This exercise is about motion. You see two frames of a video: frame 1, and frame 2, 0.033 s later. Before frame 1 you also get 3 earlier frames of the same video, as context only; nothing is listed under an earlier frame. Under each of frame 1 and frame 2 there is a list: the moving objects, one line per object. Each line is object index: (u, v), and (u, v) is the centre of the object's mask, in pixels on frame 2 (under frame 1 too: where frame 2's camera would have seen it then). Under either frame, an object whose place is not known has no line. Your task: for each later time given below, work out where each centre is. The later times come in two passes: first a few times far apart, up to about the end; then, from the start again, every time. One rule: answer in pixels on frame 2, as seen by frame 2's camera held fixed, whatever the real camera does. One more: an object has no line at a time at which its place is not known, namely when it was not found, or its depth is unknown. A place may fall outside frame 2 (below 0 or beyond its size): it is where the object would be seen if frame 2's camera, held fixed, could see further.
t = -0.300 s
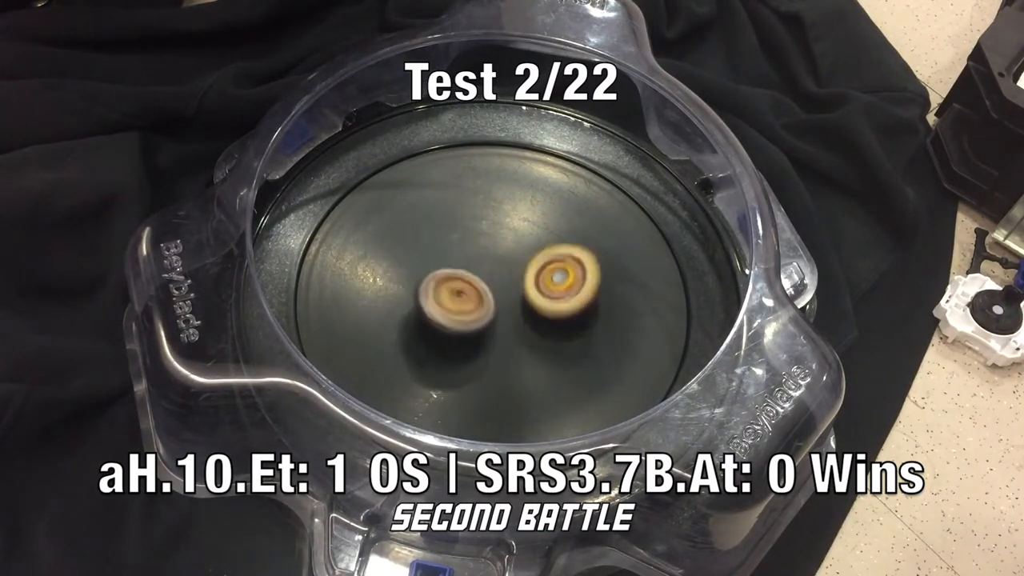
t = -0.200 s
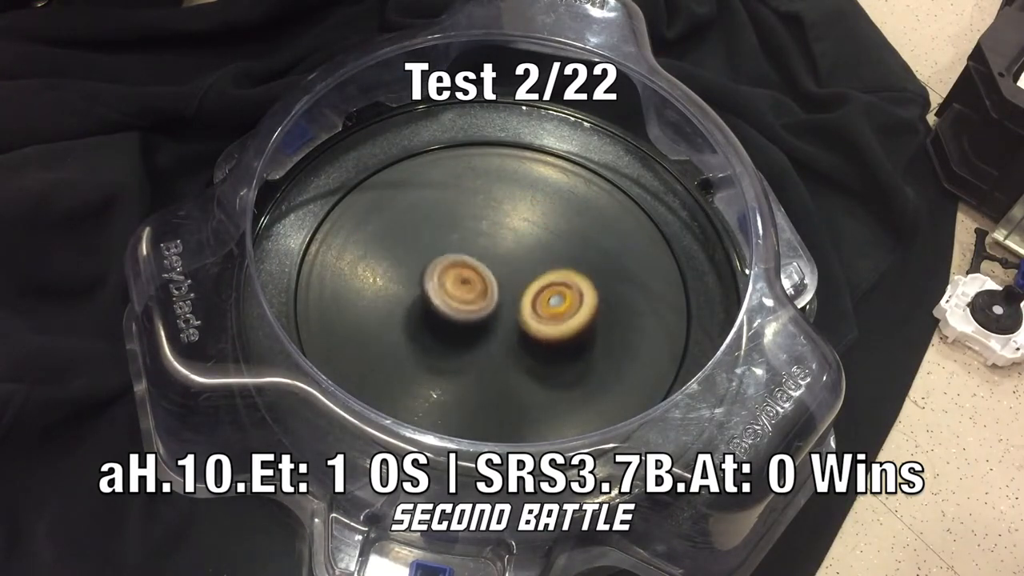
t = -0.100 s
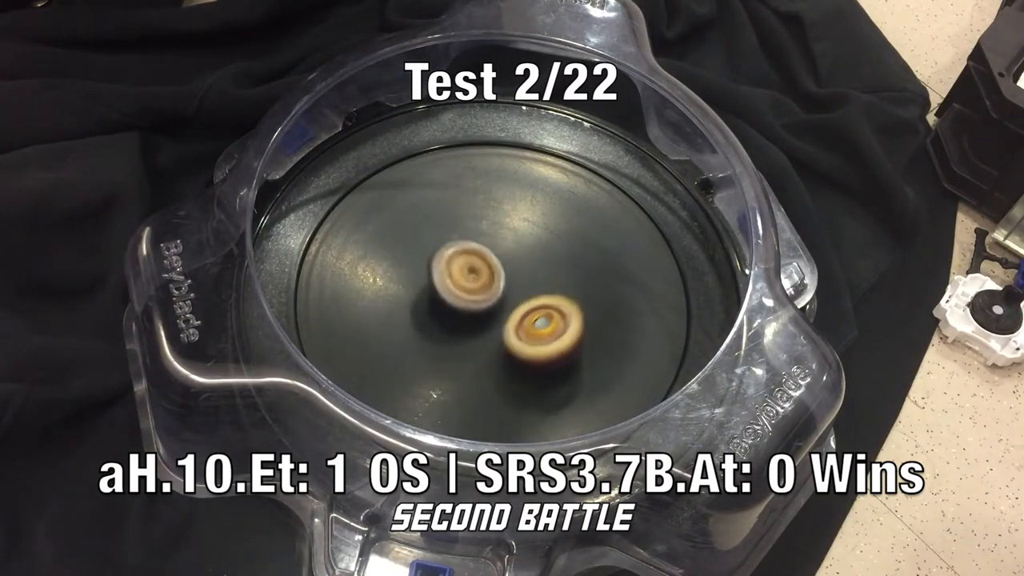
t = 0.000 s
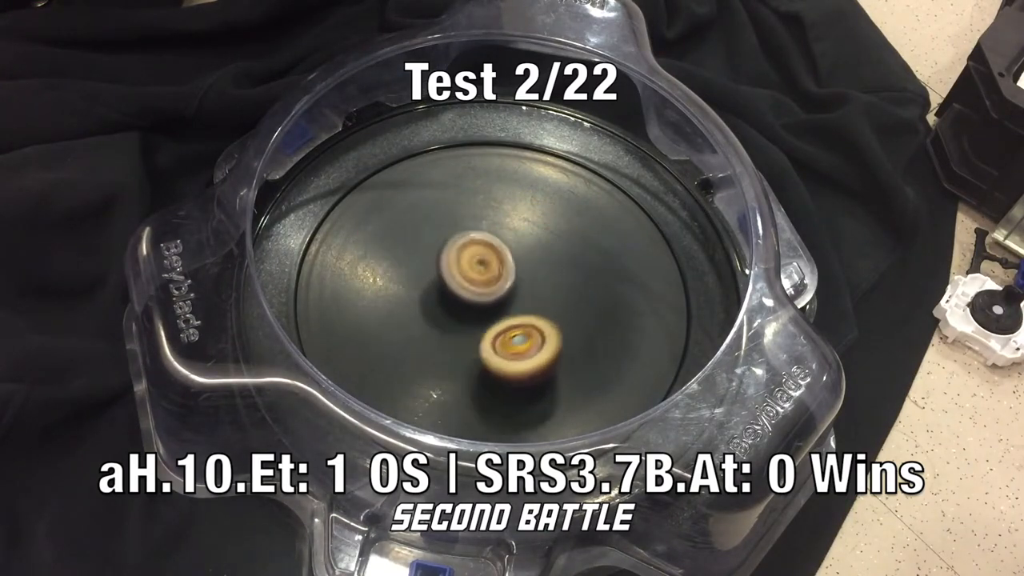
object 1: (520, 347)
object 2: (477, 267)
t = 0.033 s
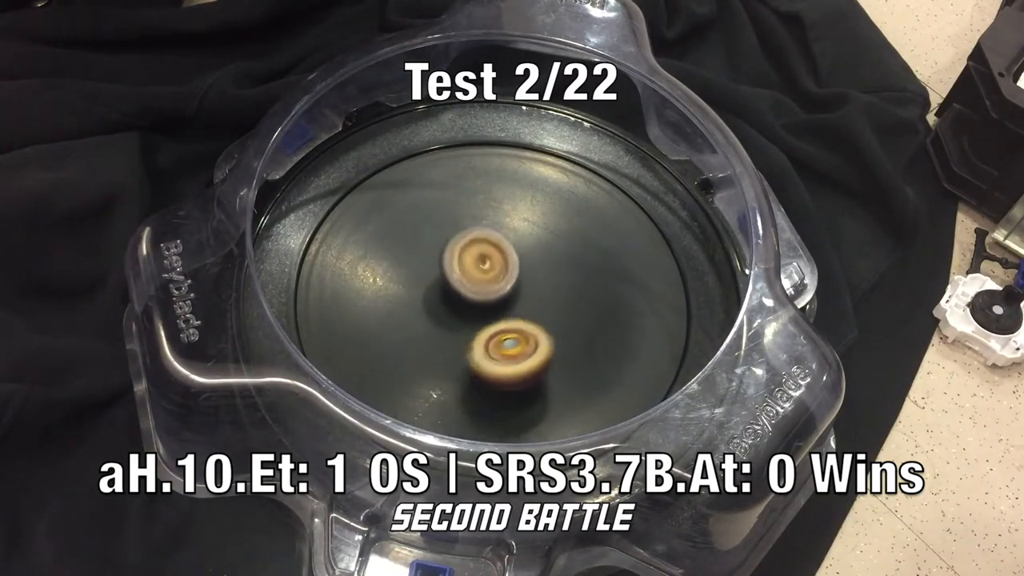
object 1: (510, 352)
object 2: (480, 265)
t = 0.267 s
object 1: (442, 350)
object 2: (509, 269)
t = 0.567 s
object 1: (413, 282)
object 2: (520, 302)
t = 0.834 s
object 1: (465, 237)
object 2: (493, 330)
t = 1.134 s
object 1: (545, 257)
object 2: (452, 324)
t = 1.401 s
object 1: (553, 317)
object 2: (453, 286)
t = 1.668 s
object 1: (490, 356)
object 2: (483, 261)
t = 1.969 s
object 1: (421, 317)
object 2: (522, 279)
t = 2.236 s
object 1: (436, 253)
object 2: (517, 315)
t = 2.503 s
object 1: (503, 240)
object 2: (473, 337)
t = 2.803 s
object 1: (550, 290)
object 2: (444, 309)
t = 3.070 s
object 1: (512, 346)
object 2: (465, 270)
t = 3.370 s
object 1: (432, 333)
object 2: (516, 263)
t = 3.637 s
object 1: (425, 272)
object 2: (527, 294)
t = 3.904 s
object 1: (482, 242)
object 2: (492, 327)
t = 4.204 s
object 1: (547, 281)
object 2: (439, 322)
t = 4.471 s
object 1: (525, 338)
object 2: (449, 283)
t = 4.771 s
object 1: (446, 338)
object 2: (501, 266)
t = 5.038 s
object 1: (427, 278)
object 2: (534, 291)
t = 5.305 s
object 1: (479, 244)
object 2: (507, 325)
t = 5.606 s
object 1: (543, 279)
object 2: (447, 322)
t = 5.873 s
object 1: (521, 336)
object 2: (442, 281)
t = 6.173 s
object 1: (445, 334)
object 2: (493, 265)
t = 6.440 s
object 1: (431, 275)
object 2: (525, 296)
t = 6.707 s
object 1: (485, 248)
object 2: (502, 338)
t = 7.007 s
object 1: (540, 289)
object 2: (451, 325)
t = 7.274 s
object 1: (510, 341)
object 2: (459, 277)
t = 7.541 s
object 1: (444, 332)
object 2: (507, 262)
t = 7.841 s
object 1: (446, 268)
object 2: (529, 298)
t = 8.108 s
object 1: (506, 256)
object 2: (482, 334)
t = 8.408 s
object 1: (539, 304)
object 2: (442, 311)
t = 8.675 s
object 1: (490, 341)
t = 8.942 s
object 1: (437, 311)
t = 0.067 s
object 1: (500, 355)
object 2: (484, 264)
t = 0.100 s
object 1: (491, 357)
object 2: (489, 263)
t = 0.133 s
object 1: (479, 358)
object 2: (493, 263)
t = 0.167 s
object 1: (470, 358)
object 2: (497, 264)
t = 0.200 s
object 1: (459, 356)
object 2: (502, 264)
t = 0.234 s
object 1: (450, 353)
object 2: (505, 266)
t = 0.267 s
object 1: (442, 350)
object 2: (509, 269)
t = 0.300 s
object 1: (433, 343)
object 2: (513, 271)
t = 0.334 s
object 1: (426, 339)
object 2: (516, 274)
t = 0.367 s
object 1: (420, 331)
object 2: (518, 277)
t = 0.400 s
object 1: (415, 324)
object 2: (521, 280)
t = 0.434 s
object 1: (412, 317)
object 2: (521, 284)
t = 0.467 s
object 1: (410, 307)
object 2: (522, 289)
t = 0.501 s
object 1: (409, 299)
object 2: (522, 292)
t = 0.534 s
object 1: (410, 290)
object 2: (521, 297)
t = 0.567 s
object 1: (413, 282)
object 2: (520, 302)
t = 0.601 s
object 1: (417, 275)
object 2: (519, 306)
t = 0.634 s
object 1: (421, 266)
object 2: (516, 310)
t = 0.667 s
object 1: (427, 260)
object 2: (513, 314)
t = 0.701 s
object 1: (433, 254)
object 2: (510, 317)
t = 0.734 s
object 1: (440, 248)
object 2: (506, 321)
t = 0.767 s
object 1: (448, 244)
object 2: (502, 324)
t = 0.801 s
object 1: (456, 240)
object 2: (498, 328)
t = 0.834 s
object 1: (465, 237)
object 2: (493, 330)
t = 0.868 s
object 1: (474, 236)
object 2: (489, 332)
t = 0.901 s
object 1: (484, 236)
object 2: (483, 334)
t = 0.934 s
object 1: (494, 237)
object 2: (477, 334)
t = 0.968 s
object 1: (504, 239)
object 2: (473, 334)
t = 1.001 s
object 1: (513, 241)
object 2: (468, 334)
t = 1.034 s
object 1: (523, 243)
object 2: (463, 332)
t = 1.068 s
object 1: (530, 248)
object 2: (459, 330)
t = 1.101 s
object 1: (538, 252)
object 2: (455, 328)
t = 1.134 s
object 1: (545, 257)
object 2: (452, 324)
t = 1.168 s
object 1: (550, 263)
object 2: (450, 321)
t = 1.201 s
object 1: (555, 270)
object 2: (449, 317)
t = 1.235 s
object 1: (558, 277)
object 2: (447, 311)
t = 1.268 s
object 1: (559, 285)
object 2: (448, 307)
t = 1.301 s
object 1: (560, 293)
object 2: (448, 302)
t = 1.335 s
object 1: (559, 300)
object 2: (449, 297)
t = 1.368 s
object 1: (557, 309)
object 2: (451, 292)
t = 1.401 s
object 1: (553, 317)
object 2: (453, 286)
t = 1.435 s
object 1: (549, 324)
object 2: (455, 282)
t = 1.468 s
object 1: (543, 331)
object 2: (458, 278)
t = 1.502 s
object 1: (535, 338)
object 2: (461, 273)
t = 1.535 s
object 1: (529, 343)
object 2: (464, 270)
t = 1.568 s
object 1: (520, 348)
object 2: (469, 267)
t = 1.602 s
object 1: (510, 352)
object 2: (473, 264)
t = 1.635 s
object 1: (501, 354)
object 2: (478, 263)
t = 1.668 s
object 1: (490, 356)
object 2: (483, 261)
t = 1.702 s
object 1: (480, 356)
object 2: (488, 261)
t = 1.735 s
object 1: (471, 355)
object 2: (493, 261)
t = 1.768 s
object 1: (460, 353)
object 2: (498, 261)
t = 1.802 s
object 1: (452, 349)
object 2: (503, 264)
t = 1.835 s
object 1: (444, 344)
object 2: (508, 266)
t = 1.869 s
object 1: (436, 338)
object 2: (512, 268)
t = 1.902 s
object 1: (430, 331)
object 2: (517, 272)
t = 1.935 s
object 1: (425, 325)
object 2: (520, 274)
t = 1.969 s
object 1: (421, 317)
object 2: (522, 279)
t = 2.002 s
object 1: (418, 307)
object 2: (525, 282)
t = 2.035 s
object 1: (418, 299)
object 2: (525, 287)
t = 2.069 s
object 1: (417, 290)
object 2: (526, 292)
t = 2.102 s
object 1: (419, 282)
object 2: (526, 296)
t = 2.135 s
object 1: (422, 274)
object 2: (524, 301)
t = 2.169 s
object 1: (426, 266)
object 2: (523, 306)
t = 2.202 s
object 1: (431, 259)
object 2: (520, 310)
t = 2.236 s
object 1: (436, 253)
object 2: (517, 315)
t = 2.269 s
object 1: (442, 248)
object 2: (514, 319)
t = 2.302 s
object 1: (450, 242)
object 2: (509, 323)
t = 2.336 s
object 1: (457, 239)
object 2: (504, 327)
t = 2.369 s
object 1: (465, 237)
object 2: (498, 330)
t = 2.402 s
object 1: (475, 236)
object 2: (492, 333)
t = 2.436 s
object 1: (484, 236)
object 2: (486, 335)
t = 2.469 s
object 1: (494, 238)
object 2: (479, 337)
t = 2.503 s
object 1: (503, 240)
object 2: (473, 337)
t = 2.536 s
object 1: (511, 243)
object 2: (467, 337)
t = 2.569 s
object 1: (520, 246)
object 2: (462, 336)
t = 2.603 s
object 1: (527, 250)
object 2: (458, 334)
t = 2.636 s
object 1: (534, 256)
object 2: (454, 331)
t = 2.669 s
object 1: (540, 261)
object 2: (450, 328)
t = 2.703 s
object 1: (544, 267)
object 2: (448, 324)
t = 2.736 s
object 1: (547, 275)
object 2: (445, 319)
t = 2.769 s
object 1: (550, 282)
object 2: (444, 315)
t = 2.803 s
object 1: (550, 290)
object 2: (444, 309)
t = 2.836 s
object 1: (549, 299)
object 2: (444, 305)
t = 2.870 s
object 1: (547, 307)
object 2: (446, 299)
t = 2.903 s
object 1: (544, 314)
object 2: (447, 294)
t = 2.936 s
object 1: (540, 322)
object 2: (450, 289)
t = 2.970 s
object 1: (534, 329)
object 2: (452, 284)
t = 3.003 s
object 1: (527, 335)
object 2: (455, 279)
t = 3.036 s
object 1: (521, 341)
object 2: (460, 275)
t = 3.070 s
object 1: (512, 346)
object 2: (465, 270)
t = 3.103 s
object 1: (501, 349)
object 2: (469, 268)
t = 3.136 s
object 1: (493, 351)
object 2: (475, 264)
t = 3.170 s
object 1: (484, 353)
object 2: (480, 262)
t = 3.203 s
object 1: (472, 353)
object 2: (487, 260)
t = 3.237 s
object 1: (464, 351)
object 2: (493, 259)
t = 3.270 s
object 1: (455, 349)
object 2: (499, 260)
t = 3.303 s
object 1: (446, 345)
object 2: (505, 260)
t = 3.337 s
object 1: (438, 339)
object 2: (510, 261)
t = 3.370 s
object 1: (432, 333)
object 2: (516, 263)
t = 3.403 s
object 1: (426, 327)
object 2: (519, 265)
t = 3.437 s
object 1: (422, 319)
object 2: (524, 269)
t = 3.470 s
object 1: (418, 311)
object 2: (526, 272)
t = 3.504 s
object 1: (417, 303)
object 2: (528, 276)
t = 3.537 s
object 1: (416, 295)
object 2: (529, 280)
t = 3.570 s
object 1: (418, 286)
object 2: (529, 285)
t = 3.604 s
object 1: (421, 278)
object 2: (529, 289)
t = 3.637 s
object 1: (425, 272)
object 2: (527, 294)
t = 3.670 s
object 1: (429, 265)
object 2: (525, 299)
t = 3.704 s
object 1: (434, 258)
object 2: (522, 303)
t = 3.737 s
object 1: (441, 252)
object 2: (519, 308)
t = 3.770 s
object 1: (448, 249)
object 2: (514, 312)
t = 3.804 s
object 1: (456, 245)
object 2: (509, 317)
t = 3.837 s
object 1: (464, 243)
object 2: (504, 320)
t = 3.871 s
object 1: (473, 242)
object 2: (498, 324)
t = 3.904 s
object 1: (482, 242)
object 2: (492, 327)
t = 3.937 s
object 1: (492, 244)
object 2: (484, 330)
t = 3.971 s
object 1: (501, 246)
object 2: (477, 331)
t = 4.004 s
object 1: (509, 248)
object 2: (470, 332)
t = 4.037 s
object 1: (519, 252)
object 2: (462, 333)
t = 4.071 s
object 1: (526, 257)
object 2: (456, 333)
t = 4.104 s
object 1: (532, 262)
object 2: (449, 331)
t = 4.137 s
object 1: (539, 268)
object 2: (445, 329)
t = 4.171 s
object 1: (544, 274)
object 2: (441, 325)
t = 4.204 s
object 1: (547, 281)
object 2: (439, 322)
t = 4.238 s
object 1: (548, 289)
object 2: (438, 318)
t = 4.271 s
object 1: (549, 296)
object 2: (437, 313)
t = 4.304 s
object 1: (548, 304)
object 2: (436, 308)
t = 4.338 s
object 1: (547, 311)
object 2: (436, 303)
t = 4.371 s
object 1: (543, 319)
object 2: (439, 298)
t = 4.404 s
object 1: (538, 326)
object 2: (441, 292)
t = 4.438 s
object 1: (532, 332)
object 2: (445, 288)
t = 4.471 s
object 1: (525, 338)
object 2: (449, 283)
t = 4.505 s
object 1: (518, 343)
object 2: (454, 279)
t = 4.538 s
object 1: (509, 347)
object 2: (458, 274)
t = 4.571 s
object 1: (498, 350)
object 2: (463, 271)
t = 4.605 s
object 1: (490, 351)
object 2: (469, 268)
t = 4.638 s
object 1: (481, 351)
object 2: (475, 267)
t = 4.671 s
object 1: (471, 350)
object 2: (482, 265)
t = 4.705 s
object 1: (462, 347)
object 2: (488, 265)
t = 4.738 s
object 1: (453, 343)
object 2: (495, 265)
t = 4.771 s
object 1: (446, 338)
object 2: (501, 266)
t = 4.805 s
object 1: (439, 334)
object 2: (508, 267)
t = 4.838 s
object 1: (432, 326)
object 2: (514, 269)
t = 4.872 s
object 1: (428, 319)
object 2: (520, 272)
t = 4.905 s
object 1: (425, 311)
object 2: (525, 274)
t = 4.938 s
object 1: (424, 304)
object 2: (529, 279)
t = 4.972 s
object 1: (423, 295)
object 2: (532, 282)
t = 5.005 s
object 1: (424, 286)
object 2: (533, 287)
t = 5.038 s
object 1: (427, 278)
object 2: (534, 291)
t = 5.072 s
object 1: (431, 271)
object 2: (533, 296)
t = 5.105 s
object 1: (435, 265)
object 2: (532, 300)
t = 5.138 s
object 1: (440, 259)
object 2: (530, 305)
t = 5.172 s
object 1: (447, 253)
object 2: (527, 310)
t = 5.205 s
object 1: (454, 249)
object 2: (523, 315)
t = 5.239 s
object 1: (462, 246)
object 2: (518, 318)
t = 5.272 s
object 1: (470, 245)
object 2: (513, 322)
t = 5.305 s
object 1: (479, 244)
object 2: (507, 325)
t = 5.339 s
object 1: (488, 244)
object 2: (501, 328)
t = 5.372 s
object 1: (497, 246)
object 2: (495, 331)
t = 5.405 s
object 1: (506, 248)
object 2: (488, 332)
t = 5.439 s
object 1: (514, 252)
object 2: (481, 333)
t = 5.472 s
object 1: (522, 256)
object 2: (473, 332)
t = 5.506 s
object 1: (528, 260)
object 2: (465, 330)
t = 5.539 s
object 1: (535, 267)
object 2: (459, 328)
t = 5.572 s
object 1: (540, 272)
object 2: (452, 326)
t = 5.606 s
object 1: (543, 279)
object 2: (447, 322)
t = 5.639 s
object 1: (545, 287)
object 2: (442, 317)
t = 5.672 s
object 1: (545, 294)
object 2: (439, 313)
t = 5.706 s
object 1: (544, 302)
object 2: (436, 307)
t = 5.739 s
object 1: (542, 309)
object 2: (435, 303)
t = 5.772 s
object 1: (539, 317)
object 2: (435, 297)
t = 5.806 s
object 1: (535, 324)
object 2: (437, 291)
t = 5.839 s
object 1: (529, 330)
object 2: (439, 286)
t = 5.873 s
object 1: (521, 336)
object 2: (442, 281)
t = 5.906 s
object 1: (514, 340)
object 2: (445, 275)
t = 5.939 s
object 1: (506, 345)
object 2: (450, 271)
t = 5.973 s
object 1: (498, 346)
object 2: (455, 268)
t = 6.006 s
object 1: (487, 348)
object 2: (461, 265)
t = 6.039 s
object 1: (477, 347)
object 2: (466, 263)
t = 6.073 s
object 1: (468, 345)
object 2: (473, 262)
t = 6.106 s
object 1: (460, 343)
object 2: (479, 262)
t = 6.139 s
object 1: (452, 339)
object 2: (487, 263)
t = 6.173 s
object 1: (445, 334)
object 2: (493, 265)
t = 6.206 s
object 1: (437, 328)
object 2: (500, 267)
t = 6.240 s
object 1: (433, 321)
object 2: (505, 270)
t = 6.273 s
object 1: (429, 314)
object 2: (511, 273)
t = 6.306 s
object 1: (427, 307)
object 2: (515, 278)
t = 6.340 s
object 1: (426, 299)
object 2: (519, 281)
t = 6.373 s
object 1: (426, 292)
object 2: (522, 286)
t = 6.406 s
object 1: (427, 283)
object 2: (524, 290)
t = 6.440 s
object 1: (431, 275)
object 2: (525, 296)
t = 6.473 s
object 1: (436, 268)
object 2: (526, 302)
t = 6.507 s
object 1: (440, 262)
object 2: (525, 308)
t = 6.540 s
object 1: (446, 258)
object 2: (524, 314)
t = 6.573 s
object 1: (452, 253)
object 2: (521, 320)
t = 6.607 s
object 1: (460, 250)
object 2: (518, 325)
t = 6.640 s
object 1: (468, 248)
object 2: (513, 331)
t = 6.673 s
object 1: (476, 247)
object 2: (508, 335)
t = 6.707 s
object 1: (485, 248)
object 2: (502, 338)
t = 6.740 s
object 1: (494, 249)
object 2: (496, 341)
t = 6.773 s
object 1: (503, 252)
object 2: (490, 342)
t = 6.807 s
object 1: (511, 255)
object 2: (483, 342)
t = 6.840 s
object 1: (518, 259)
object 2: (476, 341)
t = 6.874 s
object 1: (525, 263)
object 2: (469, 340)
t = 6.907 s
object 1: (531, 269)
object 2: (463, 337)
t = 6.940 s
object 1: (535, 275)
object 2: (458, 334)
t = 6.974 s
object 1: (538, 282)
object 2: (454, 330)
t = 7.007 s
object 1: (540, 289)
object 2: (451, 325)
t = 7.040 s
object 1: (540, 296)
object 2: (448, 319)
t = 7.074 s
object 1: (539, 304)
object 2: (447, 313)
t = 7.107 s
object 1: (537, 312)
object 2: (447, 308)
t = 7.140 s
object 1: (533, 318)
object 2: (447, 302)
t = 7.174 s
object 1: (529, 325)
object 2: (449, 296)
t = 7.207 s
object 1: (524, 331)
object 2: (451, 289)
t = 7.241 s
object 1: (517, 336)
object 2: (455, 283)
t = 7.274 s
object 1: (510, 341)
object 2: (459, 277)
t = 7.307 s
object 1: (500, 344)
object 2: (464, 272)
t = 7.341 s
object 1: (491, 346)
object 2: (469, 268)
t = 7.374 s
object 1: (482, 346)
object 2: (475, 265)
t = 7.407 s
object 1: (474, 346)
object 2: (481, 262)
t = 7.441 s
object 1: (467, 344)
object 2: (488, 261)
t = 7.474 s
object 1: (459, 341)
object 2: (495, 260)
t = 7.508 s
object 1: (452, 337)
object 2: (501, 260)
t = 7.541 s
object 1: (444, 332)
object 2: (507, 262)
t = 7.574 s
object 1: (439, 325)
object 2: (513, 263)
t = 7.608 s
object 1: (435, 317)
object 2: (518, 265)
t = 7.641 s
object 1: (433, 311)
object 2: (523, 269)
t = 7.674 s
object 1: (432, 303)
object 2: (527, 272)
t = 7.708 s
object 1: (433, 295)
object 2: (529, 277)
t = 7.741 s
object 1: (435, 289)
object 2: (531, 281)
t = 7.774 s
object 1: (437, 282)
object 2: (531, 286)
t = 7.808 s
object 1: (441, 275)
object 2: (530, 291)
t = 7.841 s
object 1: (446, 268)
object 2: (529, 298)
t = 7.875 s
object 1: (452, 262)
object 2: (526, 303)
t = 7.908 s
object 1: (459, 258)
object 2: (522, 309)
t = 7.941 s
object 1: (465, 255)
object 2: (517, 314)
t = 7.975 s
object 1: (473, 253)
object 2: (511, 319)
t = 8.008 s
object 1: (481, 252)
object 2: (505, 323)
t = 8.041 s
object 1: (490, 253)
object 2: (498, 327)
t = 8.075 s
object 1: (499, 253)
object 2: (490, 332)
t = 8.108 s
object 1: (506, 256)
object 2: (482, 334)
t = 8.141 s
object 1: (514, 258)
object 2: (475, 336)
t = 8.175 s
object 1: (521, 262)
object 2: (467, 336)
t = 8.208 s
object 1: (528, 266)
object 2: (460, 334)
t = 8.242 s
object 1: (532, 271)
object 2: (454, 333)
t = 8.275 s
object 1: (537, 277)
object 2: (451, 329)
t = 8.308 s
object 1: (539, 283)
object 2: (447, 325)
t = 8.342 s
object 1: (540, 290)
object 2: (443, 321)
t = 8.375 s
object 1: (540, 296)
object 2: (443, 315)
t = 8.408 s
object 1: (539, 304)
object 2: (442, 311)
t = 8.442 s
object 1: (536, 311)
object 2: (443, 306)
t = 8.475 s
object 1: (531, 317)
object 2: (445, 301)
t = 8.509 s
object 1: (526, 323)
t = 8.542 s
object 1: (519, 328)
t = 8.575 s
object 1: (513, 333)
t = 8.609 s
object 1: (506, 337)
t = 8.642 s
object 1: (498, 339)
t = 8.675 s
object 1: (490, 341)
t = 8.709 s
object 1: (482, 341)
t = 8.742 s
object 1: (473, 340)
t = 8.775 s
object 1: (465, 338)
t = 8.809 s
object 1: (457, 334)
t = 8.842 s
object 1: (449, 329)
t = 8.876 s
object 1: (444, 324)
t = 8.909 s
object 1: (440, 318)
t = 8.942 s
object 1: (437, 311)
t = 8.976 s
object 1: (436, 305)
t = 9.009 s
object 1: (436, 297)
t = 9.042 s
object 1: (437, 290)
